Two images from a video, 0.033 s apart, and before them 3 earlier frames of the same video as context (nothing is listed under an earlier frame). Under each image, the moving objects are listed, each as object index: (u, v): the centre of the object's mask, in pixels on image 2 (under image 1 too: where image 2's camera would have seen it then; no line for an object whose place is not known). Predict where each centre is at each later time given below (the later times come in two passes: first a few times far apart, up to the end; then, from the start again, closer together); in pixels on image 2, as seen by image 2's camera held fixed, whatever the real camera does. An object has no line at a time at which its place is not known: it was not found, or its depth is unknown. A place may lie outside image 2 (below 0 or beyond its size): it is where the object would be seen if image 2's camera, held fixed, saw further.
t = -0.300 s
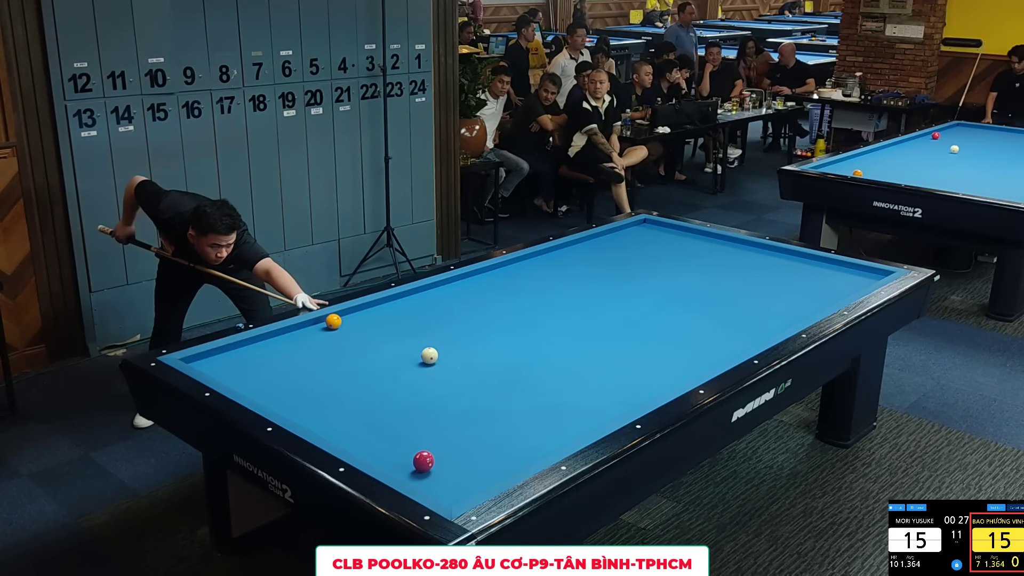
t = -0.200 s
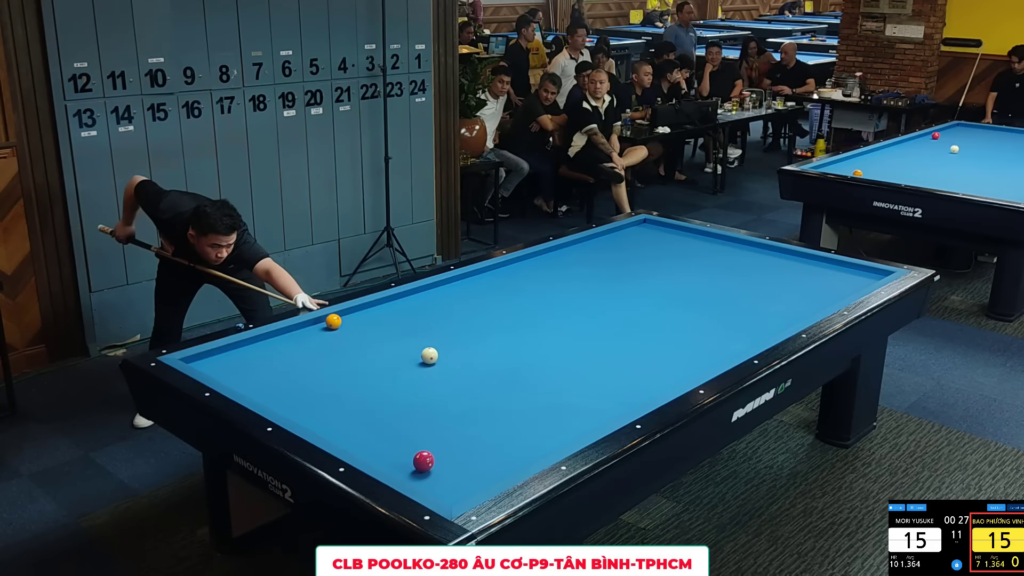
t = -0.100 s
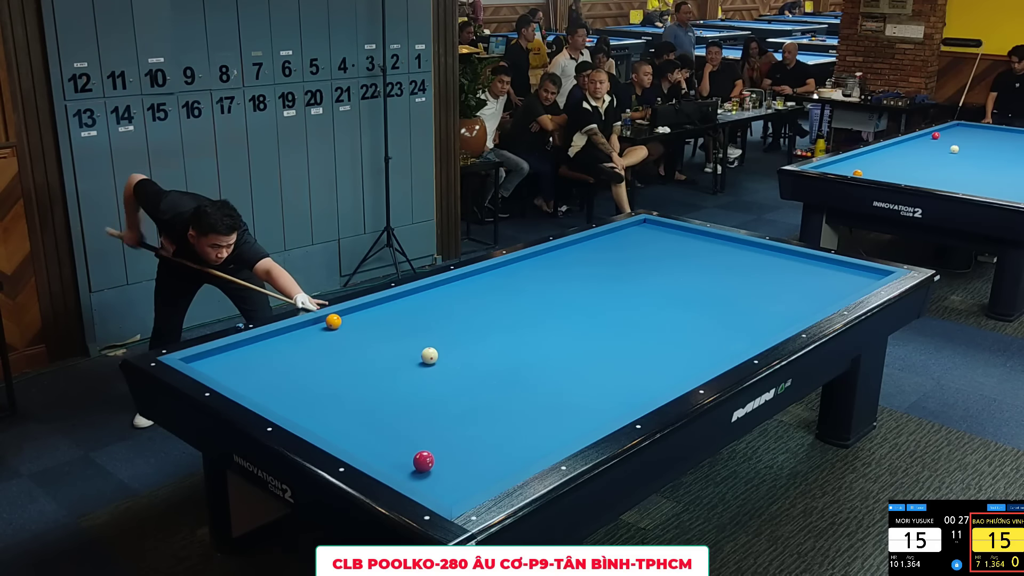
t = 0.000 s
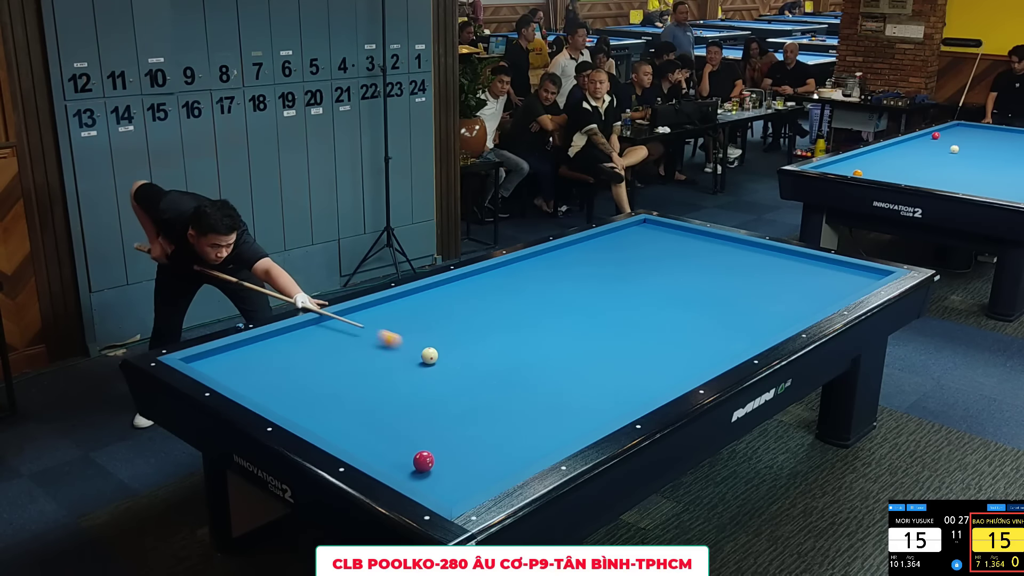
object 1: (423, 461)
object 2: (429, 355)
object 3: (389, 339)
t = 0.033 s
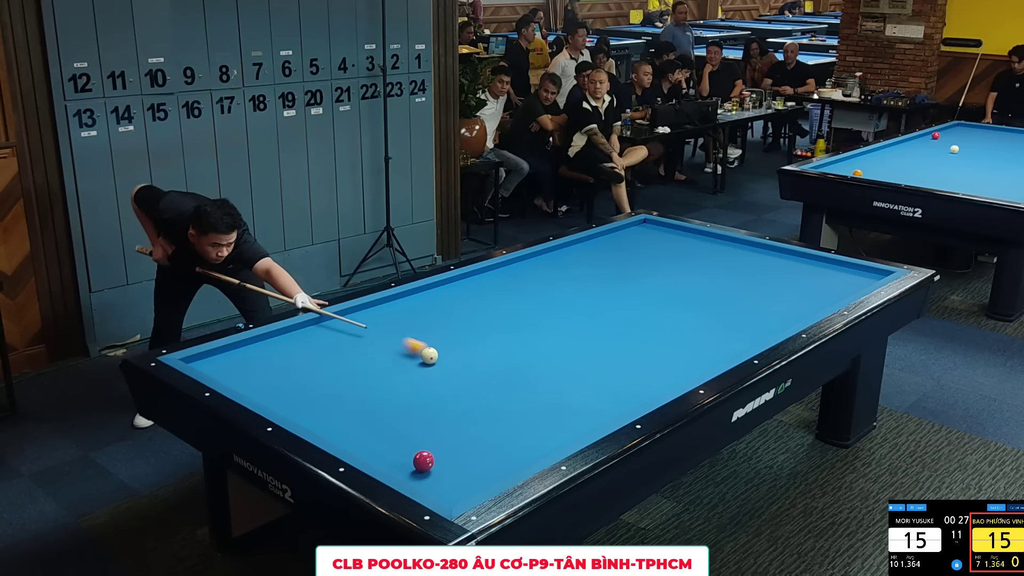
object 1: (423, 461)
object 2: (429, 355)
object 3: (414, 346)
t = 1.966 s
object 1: (423, 461)
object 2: (357, 447)
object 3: (709, 242)
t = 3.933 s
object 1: (411, 415)
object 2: (377, 449)
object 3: (575, 310)
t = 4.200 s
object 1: (409, 407)
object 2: (373, 444)
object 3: (571, 327)
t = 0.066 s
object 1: (423, 461)
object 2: (440, 362)
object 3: (432, 347)
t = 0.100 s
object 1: (423, 461)
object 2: (454, 374)
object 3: (444, 346)
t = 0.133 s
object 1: (423, 461)
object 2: (469, 386)
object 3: (456, 345)
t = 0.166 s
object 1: (423, 461)
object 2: (485, 398)
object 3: (469, 343)
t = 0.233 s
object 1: (423, 461)
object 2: (519, 425)
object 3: (493, 340)
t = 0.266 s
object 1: (423, 461)
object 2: (536, 438)
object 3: (506, 338)
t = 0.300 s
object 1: (423, 461)
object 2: (545, 446)
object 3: (519, 337)
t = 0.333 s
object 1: (423, 461)
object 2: (523, 442)
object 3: (531, 336)
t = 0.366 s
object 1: (423, 461)
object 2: (500, 436)
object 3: (544, 335)
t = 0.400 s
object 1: (423, 461)
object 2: (480, 430)
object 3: (558, 335)
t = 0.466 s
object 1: (423, 461)
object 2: (441, 419)
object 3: (585, 334)
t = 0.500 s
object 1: (423, 461)
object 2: (423, 414)
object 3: (599, 334)
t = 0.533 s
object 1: (423, 461)
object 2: (406, 409)
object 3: (613, 334)
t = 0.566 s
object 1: (423, 461)
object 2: (389, 405)
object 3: (627, 334)
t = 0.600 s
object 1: (423, 461)
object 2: (374, 400)
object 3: (642, 335)
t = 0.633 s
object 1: (423, 461)
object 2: (359, 396)
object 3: (657, 335)
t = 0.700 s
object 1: (423, 461)
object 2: (331, 389)
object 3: (687, 336)
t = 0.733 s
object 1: (423, 461)
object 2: (318, 385)
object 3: (703, 336)
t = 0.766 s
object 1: (423, 461)
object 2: (304, 381)
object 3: (718, 337)
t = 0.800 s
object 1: (423, 461)
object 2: (291, 377)
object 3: (733, 337)
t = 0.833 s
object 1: (423, 461)
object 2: (279, 374)
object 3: (748, 338)
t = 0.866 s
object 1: (423, 461)
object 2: (266, 371)
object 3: (762, 336)
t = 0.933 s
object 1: (423, 461)
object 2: (242, 364)
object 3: (758, 328)
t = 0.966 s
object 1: (423, 461)
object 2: (230, 361)
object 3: (756, 323)
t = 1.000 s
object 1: (423, 461)
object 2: (218, 357)
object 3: (754, 319)
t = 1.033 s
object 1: (423, 461)
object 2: (208, 355)
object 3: (752, 315)
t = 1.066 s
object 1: (423, 461)
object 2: (213, 358)
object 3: (751, 310)
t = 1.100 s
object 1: (423, 461)
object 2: (220, 362)
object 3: (750, 307)
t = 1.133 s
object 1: (423, 461)
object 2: (227, 365)
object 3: (750, 303)
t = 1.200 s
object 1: (423, 461)
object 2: (239, 372)
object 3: (749, 296)
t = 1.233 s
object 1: (423, 461)
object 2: (244, 376)
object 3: (749, 292)
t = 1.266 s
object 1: (423, 461)
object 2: (250, 379)
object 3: (748, 289)
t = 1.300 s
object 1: (423, 461)
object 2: (255, 382)
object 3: (748, 286)
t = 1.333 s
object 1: (423, 461)
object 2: (259, 385)
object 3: (748, 283)
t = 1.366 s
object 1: (423, 461)
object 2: (264, 388)
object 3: (747, 279)
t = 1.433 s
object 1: (423, 461)
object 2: (273, 394)
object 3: (746, 273)
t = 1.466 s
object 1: (423, 461)
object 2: (278, 398)
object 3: (746, 270)
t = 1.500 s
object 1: (423, 461)
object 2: (283, 401)
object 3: (746, 267)
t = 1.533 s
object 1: (423, 461)
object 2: (288, 404)
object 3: (745, 265)
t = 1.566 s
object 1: (423, 461)
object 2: (292, 407)
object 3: (745, 262)
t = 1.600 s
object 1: (423, 461)
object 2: (297, 410)
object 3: (745, 259)
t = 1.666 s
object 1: (423, 461)
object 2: (308, 417)
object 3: (744, 254)
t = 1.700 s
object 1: (423, 461)
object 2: (313, 420)
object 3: (744, 251)
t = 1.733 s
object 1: (423, 461)
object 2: (318, 423)
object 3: (744, 249)
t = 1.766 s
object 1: (423, 461)
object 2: (323, 427)
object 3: (743, 246)
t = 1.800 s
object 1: (423, 461)
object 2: (329, 430)
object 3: (743, 244)
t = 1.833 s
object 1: (423, 461)
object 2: (334, 433)
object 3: (741, 242)
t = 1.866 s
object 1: (423, 461)
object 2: (339, 437)
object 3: (733, 242)
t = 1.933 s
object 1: (423, 461)
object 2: (351, 444)
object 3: (717, 242)
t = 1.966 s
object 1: (423, 461)
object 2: (357, 447)
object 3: (709, 242)
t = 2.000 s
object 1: (423, 461)
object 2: (364, 450)
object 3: (702, 242)
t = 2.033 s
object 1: (423, 461)
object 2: (371, 453)
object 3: (695, 242)
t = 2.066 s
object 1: (423, 461)
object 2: (377, 456)
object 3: (688, 241)
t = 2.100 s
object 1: (423, 461)
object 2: (384, 460)
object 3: (681, 241)
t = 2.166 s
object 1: (423, 461)
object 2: (398, 467)
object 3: (667, 241)
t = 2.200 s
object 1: (424, 461)
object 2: (405, 470)
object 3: (660, 240)
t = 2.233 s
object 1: (424, 460)
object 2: (412, 474)
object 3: (653, 240)
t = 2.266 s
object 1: (424, 460)
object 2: (419, 477)
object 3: (646, 240)
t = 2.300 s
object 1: (423, 461)
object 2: (426, 480)
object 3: (639, 240)
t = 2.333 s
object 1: (423, 461)
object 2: (434, 484)
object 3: (632, 240)
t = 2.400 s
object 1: (423, 461)
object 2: (449, 491)
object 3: (619, 239)
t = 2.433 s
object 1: (423, 461)
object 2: (456, 493)
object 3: (612, 239)
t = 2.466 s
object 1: (423, 461)
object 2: (457, 493)
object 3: (606, 239)
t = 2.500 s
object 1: (423, 461)
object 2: (452, 491)
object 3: (599, 239)
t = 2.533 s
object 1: (423, 461)
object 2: (448, 488)
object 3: (592, 238)
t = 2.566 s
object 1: (423, 461)
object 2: (444, 486)
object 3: (588, 239)
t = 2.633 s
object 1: (423, 461)
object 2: (437, 480)
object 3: (589, 242)
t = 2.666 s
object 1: (423, 461)
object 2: (434, 478)
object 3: (589, 244)
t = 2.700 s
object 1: (423, 459)
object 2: (430, 476)
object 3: (589, 245)
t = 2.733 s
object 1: (423, 458)
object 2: (427, 473)
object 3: (589, 247)
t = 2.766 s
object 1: (423, 457)
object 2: (424, 472)
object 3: (589, 248)
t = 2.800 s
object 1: (423, 456)
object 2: (421, 472)
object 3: (588, 250)
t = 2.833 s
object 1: (423, 455)
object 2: (419, 471)
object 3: (588, 251)
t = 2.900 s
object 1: (422, 453)
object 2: (414, 470)
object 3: (588, 255)
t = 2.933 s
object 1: (421, 452)
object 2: (411, 470)
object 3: (587, 256)
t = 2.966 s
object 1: (421, 451)
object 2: (408, 469)
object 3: (587, 258)
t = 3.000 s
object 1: (420, 449)
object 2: (406, 469)
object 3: (586, 259)
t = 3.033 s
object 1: (420, 448)
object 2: (403, 469)
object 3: (586, 261)
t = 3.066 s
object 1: (420, 446)
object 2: (401, 468)
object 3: (586, 263)
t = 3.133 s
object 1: (419, 444)
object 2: (396, 467)
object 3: (585, 266)
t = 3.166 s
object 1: (419, 442)
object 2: (393, 466)
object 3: (585, 267)
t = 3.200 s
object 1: (419, 441)
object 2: (391, 465)
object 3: (584, 269)
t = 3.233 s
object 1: (418, 440)
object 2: (390, 465)
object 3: (584, 271)
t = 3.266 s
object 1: (418, 438)
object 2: (390, 464)
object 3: (584, 272)
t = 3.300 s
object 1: (418, 437)
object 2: (389, 463)
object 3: (583, 274)
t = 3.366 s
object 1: (417, 434)
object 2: (388, 461)
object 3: (582, 278)
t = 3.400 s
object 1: (417, 433)
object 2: (387, 461)
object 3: (582, 279)
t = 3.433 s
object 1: (416, 432)
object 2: (386, 460)
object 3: (582, 281)
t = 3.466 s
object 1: (416, 431)
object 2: (386, 460)
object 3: (581, 283)
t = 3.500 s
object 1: (416, 429)
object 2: (385, 459)
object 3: (581, 285)
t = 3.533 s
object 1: (415, 428)
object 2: (384, 458)
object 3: (580, 287)
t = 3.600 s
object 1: (415, 426)
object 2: (383, 457)
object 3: (580, 290)
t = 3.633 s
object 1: (414, 424)
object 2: (383, 456)
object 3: (579, 292)
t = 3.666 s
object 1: (414, 423)
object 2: (382, 455)
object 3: (579, 294)
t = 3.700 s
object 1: (414, 422)
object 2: (381, 455)
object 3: (578, 296)
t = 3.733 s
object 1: (413, 421)
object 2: (381, 454)
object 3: (578, 298)
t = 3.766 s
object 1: (413, 420)
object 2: (380, 453)
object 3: (577, 300)
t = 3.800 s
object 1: (413, 419)
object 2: (380, 452)
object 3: (577, 302)
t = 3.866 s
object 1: (412, 417)
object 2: (378, 451)
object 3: (576, 306)
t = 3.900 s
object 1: (412, 416)
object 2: (378, 450)
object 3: (576, 307)
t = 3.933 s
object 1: (411, 415)
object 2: (377, 449)
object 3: (575, 310)
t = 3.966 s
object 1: (411, 414)
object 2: (377, 449)
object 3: (575, 312)
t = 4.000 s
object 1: (411, 413)
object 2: (376, 448)
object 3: (574, 314)
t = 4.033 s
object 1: (410, 411)
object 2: (376, 447)
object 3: (574, 316)
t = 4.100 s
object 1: (410, 410)
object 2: (375, 446)
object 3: (573, 320)
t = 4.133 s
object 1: (410, 408)
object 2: (374, 445)
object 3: (572, 322)
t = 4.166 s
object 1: (409, 407)
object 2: (374, 445)
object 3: (572, 324)
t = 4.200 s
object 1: (409, 407)
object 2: (373, 444)
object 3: (571, 327)
